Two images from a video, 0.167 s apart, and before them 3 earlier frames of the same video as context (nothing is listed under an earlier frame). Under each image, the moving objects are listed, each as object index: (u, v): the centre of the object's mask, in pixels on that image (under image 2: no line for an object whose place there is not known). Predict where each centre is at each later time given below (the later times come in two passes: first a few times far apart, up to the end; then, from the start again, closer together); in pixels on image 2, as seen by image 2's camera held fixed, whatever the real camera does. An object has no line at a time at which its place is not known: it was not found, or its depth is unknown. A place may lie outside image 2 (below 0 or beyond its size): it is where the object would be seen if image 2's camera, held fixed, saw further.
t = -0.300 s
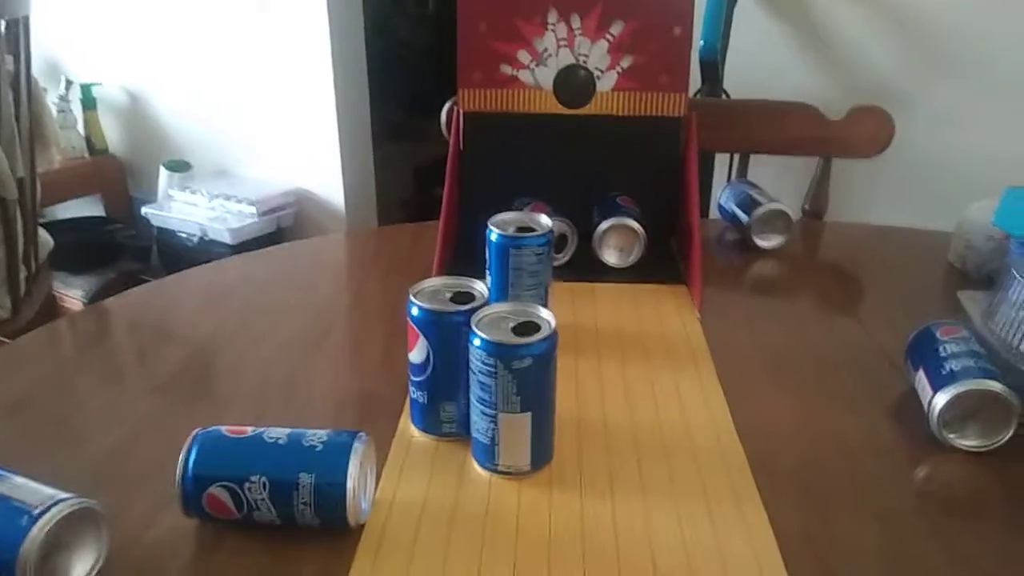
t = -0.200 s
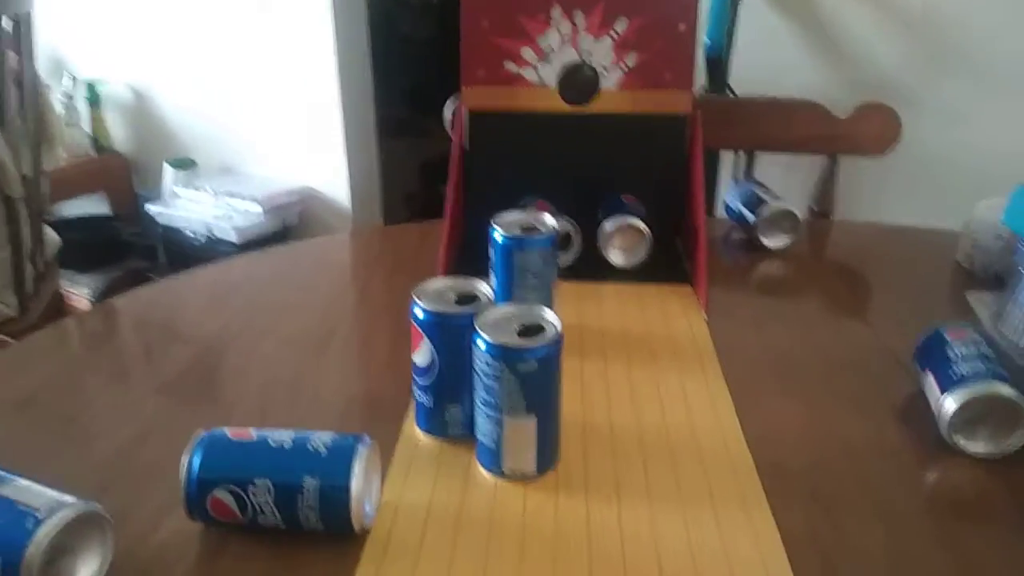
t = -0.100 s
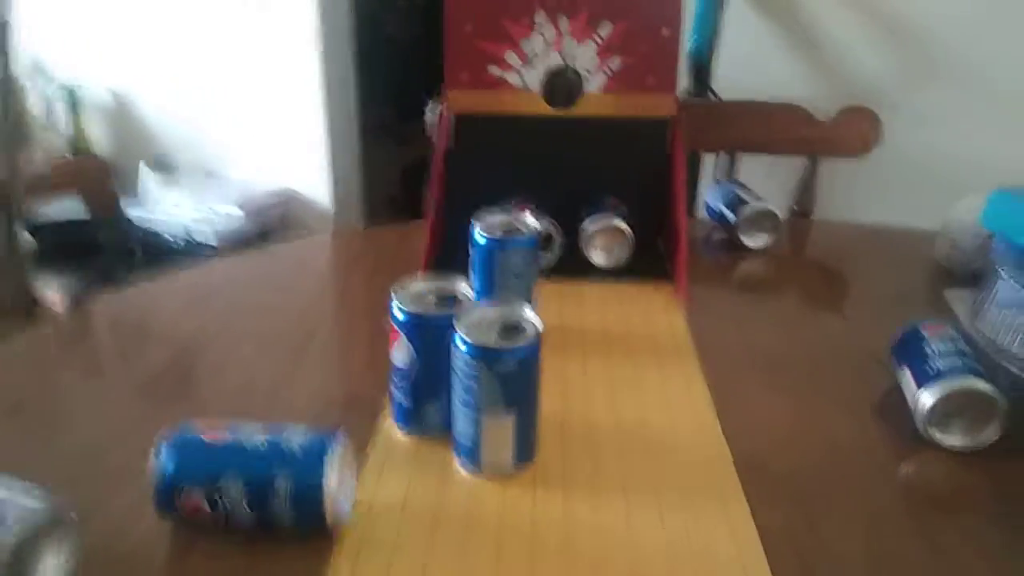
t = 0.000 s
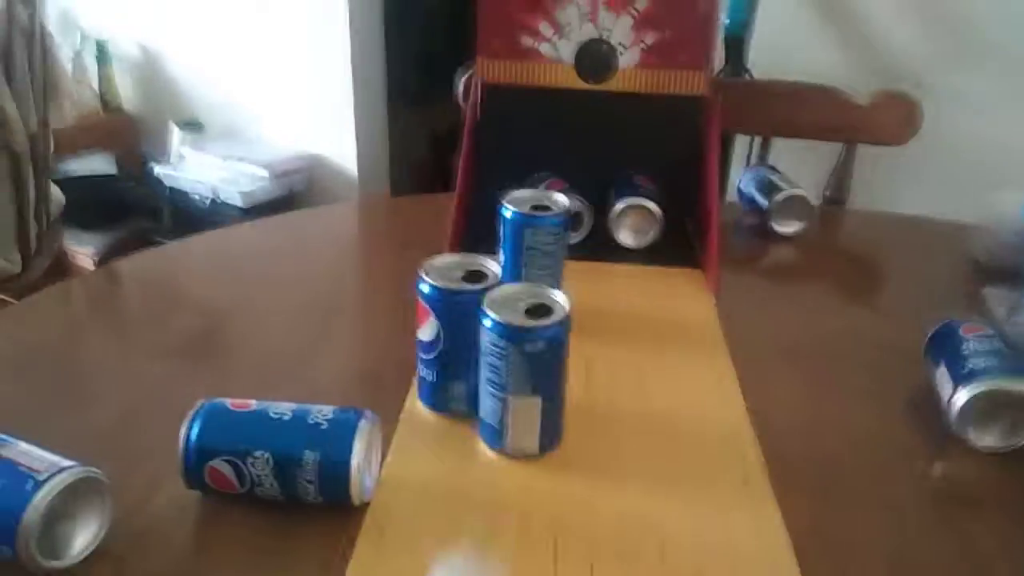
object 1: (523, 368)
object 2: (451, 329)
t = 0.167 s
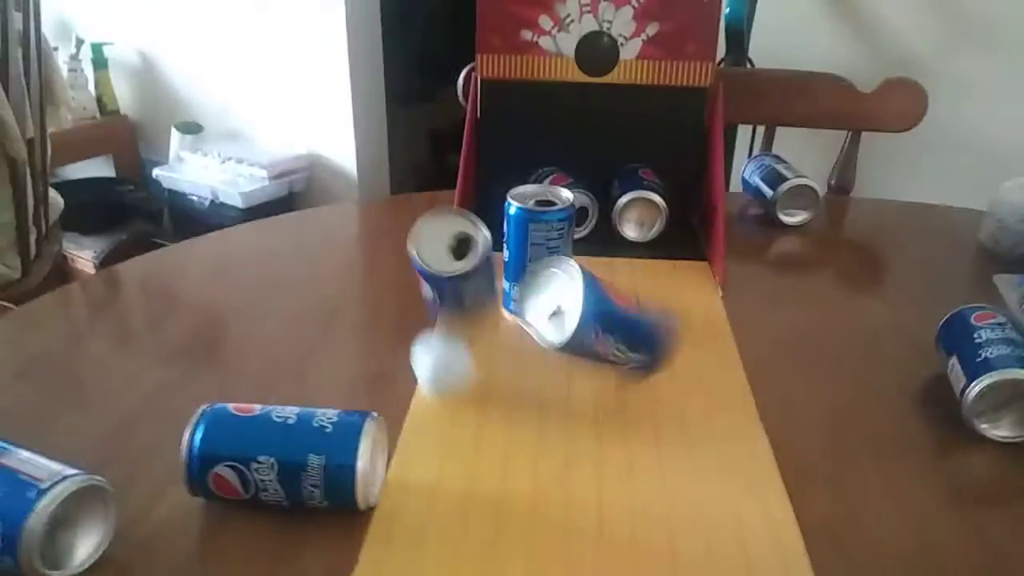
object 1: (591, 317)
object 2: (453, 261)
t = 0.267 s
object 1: (678, 313)
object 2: (448, 229)
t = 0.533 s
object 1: (795, 283)
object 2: (414, 187)
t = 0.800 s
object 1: (822, 271)
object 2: (395, 185)
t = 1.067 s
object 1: (831, 257)
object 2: (396, 183)
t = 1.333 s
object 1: (839, 244)
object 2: (396, 187)
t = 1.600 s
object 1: (847, 235)
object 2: (394, 186)
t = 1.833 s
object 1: (850, 229)
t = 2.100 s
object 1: (849, 230)
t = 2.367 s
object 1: (849, 230)
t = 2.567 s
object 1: (849, 230)
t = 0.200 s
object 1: (620, 324)
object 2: (443, 248)
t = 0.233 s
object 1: (653, 326)
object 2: (445, 247)
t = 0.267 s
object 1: (678, 313)
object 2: (448, 229)
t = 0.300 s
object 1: (704, 303)
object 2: (444, 219)
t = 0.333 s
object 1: (726, 299)
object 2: (444, 203)
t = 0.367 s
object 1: (740, 292)
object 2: (440, 182)
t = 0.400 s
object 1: (756, 286)
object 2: (436, 172)
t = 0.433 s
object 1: (767, 282)
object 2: (432, 167)
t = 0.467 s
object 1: (776, 280)
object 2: (425, 167)
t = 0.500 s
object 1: (786, 280)
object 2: (420, 176)
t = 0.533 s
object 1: (795, 283)
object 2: (414, 187)
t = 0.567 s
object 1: (803, 278)
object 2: (404, 195)
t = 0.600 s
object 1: (807, 278)
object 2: (402, 185)
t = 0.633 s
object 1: (811, 278)
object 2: (399, 178)
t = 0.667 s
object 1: (815, 276)
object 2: (398, 178)
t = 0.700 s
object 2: (397, 176)
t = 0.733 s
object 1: (819, 274)
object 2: (396, 179)
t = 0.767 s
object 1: (820, 272)
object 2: (396, 187)
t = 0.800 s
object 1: (822, 271)
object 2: (395, 185)
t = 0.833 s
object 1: (824, 269)
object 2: (396, 178)
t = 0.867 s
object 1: (825, 267)
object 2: (397, 178)
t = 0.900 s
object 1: (826, 265)
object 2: (396, 184)
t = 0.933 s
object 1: (828, 262)
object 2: (397, 184)
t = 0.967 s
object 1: (829, 260)
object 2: (397, 181)
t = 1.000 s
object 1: (830, 260)
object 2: (396, 182)
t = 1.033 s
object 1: (831, 258)
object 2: (396, 185)
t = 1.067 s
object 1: (831, 257)
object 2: (396, 183)
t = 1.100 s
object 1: (833, 255)
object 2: (396, 183)
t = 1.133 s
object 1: (834, 254)
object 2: (394, 185)
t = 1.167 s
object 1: (835, 252)
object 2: (394, 185)
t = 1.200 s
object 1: (835, 251)
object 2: (394, 186)
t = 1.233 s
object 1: (836, 250)
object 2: (394, 186)
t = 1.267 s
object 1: (838, 248)
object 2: (395, 186)
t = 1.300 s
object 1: (838, 246)
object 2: (395, 187)
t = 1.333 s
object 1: (839, 244)
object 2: (396, 187)
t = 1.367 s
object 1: (840, 244)
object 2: (396, 187)
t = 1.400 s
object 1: (841, 242)
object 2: (395, 187)
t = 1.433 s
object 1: (842, 242)
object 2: (395, 187)
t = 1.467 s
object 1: (843, 240)
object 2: (395, 187)
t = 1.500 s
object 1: (844, 240)
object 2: (395, 187)
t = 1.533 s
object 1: (845, 238)
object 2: (395, 186)
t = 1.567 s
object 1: (845, 236)
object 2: (395, 187)
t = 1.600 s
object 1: (847, 235)
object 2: (394, 186)
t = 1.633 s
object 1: (847, 234)
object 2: (394, 187)
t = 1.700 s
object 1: (849, 229)
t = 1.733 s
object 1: (850, 229)
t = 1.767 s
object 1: (849, 230)
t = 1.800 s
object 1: (849, 230)
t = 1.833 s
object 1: (850, 229)
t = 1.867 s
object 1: (849, 231)
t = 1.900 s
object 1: (849, 231)
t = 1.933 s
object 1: (849, 230)
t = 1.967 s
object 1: (849, 231)
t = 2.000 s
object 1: (849, 230)
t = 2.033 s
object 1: (849, 230)
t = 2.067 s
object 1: (849, 231)
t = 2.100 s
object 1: (849, 230)
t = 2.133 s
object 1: (849, 230)
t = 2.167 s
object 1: (849, 230)
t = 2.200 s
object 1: (849, 230)
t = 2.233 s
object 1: (849, 230)
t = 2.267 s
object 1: (849, 230)
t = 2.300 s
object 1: (849, 230)
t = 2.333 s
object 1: (849, 230)
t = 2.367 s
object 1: (849, 230)
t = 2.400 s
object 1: (849, 230)
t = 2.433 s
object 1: (849, 230)
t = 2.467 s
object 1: (849, 230)
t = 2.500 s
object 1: (849, 230)
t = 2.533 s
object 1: (849, 230)
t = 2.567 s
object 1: (849, 230)
